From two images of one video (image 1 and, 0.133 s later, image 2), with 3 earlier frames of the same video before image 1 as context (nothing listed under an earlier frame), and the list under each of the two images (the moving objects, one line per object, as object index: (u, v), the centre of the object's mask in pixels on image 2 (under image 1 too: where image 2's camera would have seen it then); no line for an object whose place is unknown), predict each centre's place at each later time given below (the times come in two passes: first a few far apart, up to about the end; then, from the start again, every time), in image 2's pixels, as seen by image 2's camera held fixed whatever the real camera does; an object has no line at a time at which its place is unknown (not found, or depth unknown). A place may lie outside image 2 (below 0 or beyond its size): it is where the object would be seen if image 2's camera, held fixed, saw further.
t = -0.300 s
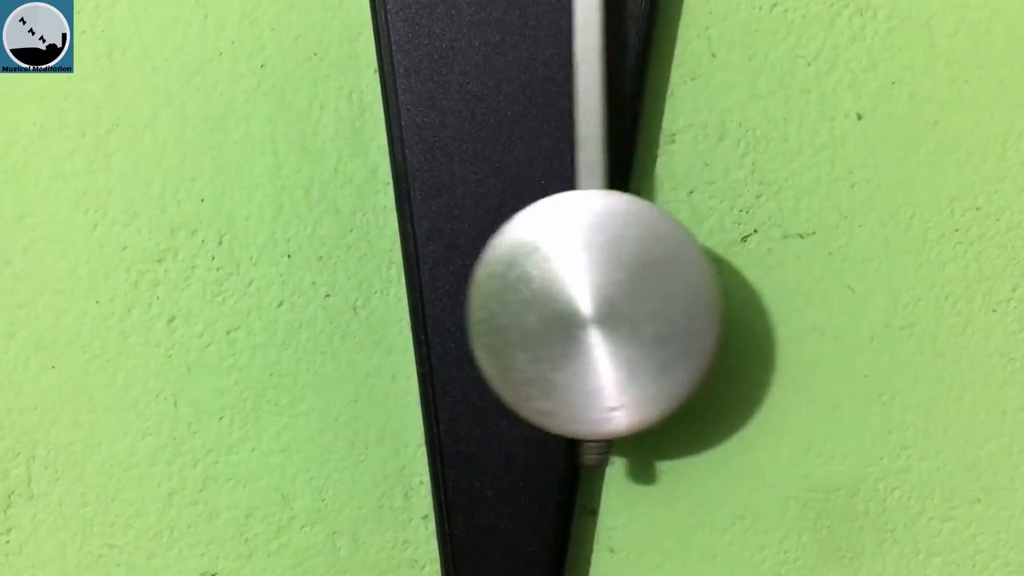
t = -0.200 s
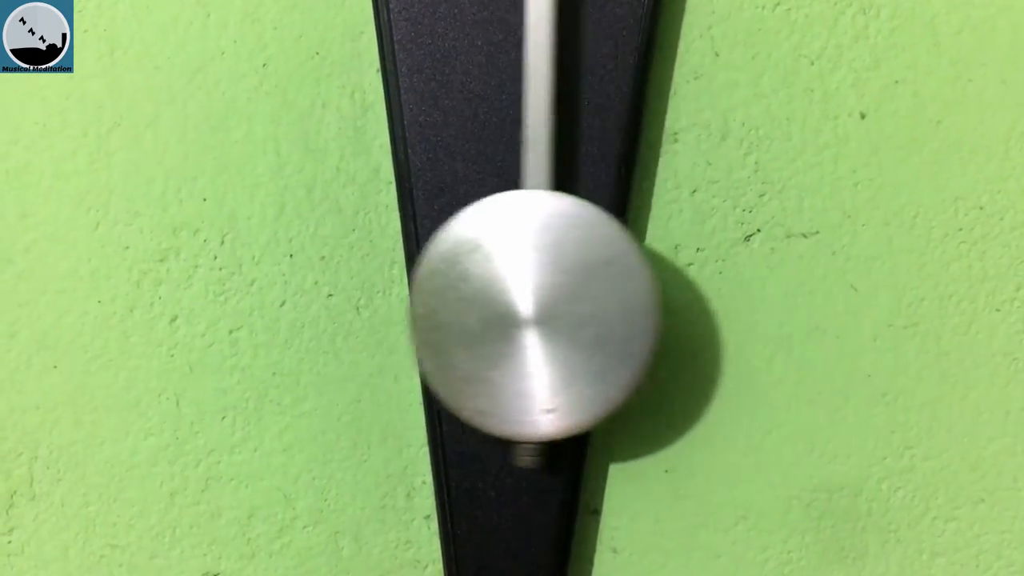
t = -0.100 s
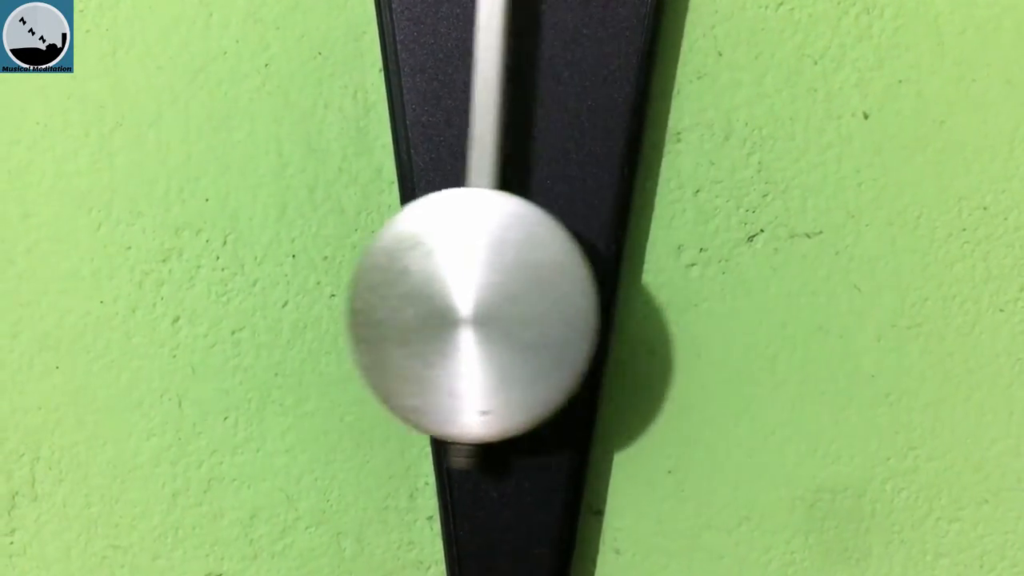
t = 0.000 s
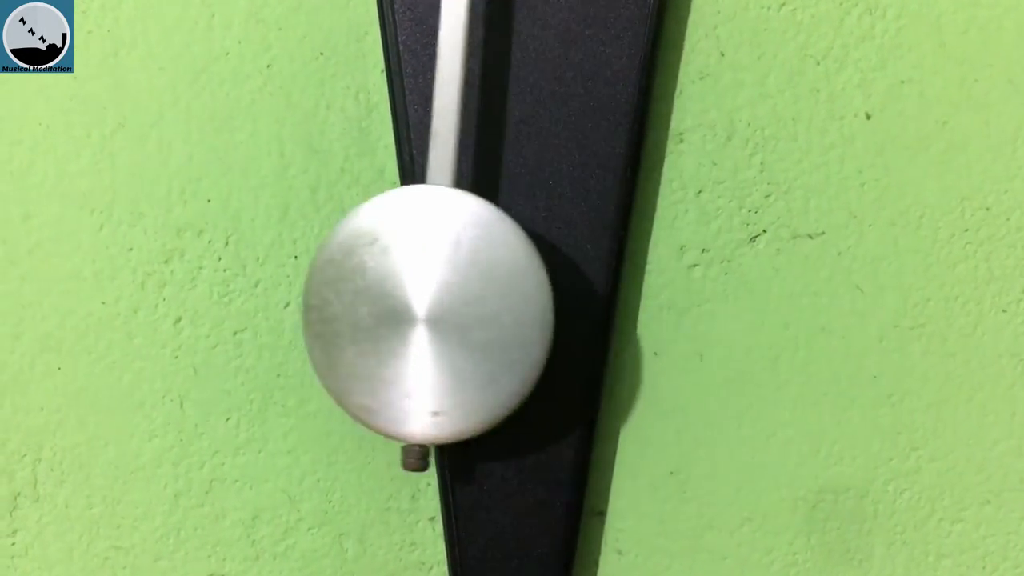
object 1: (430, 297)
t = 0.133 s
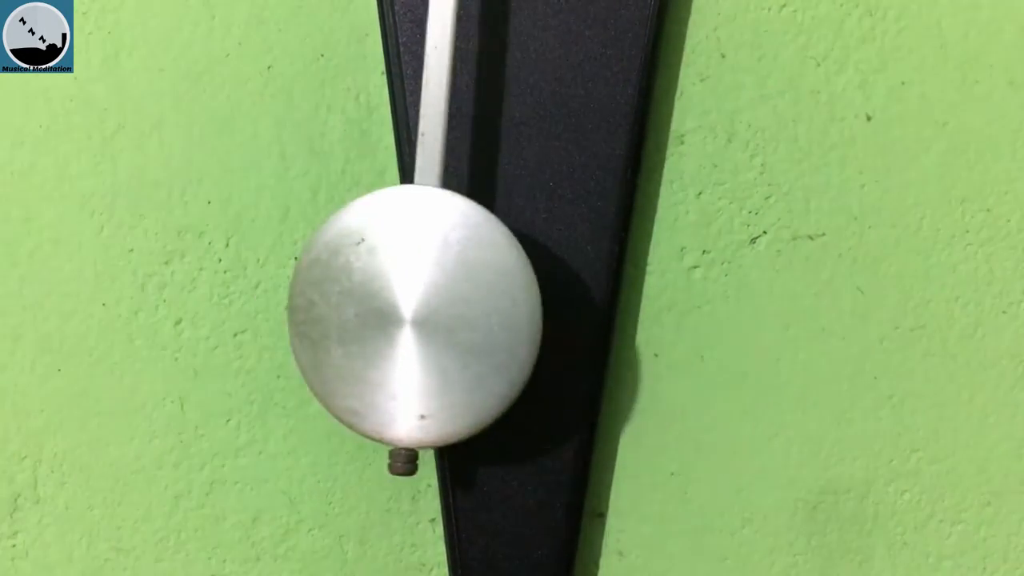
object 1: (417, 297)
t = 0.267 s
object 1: (466, 298)
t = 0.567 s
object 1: (645, 294)
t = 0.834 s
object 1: (628, 294)
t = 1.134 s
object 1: (445, 297)
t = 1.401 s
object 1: (447, 295)
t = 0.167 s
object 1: (424, 298)
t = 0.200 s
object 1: (434, 298)
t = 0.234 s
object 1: (449, 298)
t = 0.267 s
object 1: (466, 298)
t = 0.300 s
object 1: (486, 298)
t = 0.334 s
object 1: (507, 298)
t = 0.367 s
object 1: (530, 293)
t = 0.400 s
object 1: (551, 297)
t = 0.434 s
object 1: (573, 297)
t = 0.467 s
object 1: (594, 296)
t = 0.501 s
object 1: (613, 296)
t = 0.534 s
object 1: (631, 295)
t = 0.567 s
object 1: (645, 294)
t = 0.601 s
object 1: (657, 294)
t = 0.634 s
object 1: (664, 293)
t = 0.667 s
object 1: (668, 293)
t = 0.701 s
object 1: (668, 293)
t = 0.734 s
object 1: (664, 292)
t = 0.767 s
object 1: (655, 293)
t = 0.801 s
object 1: (643, 293)
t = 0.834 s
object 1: (628, 294)
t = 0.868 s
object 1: (611, 294)
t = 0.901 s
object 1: (591, 295)
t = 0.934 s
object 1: (570, 295)
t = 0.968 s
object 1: (548, 295)
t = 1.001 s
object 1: (527, 296)
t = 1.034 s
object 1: (504, 296)
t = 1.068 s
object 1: (484, 297)
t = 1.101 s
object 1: (462, 297)
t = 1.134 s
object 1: (445, 297)
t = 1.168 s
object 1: (430, 297)
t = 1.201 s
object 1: (419, 297)
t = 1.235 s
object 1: (413, 297)
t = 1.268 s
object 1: (411, 297)
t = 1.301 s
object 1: (414, 297)
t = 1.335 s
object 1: (421, 297)
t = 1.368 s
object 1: (432, 297)
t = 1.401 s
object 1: (447, 295)
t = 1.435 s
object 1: (465, 295)
